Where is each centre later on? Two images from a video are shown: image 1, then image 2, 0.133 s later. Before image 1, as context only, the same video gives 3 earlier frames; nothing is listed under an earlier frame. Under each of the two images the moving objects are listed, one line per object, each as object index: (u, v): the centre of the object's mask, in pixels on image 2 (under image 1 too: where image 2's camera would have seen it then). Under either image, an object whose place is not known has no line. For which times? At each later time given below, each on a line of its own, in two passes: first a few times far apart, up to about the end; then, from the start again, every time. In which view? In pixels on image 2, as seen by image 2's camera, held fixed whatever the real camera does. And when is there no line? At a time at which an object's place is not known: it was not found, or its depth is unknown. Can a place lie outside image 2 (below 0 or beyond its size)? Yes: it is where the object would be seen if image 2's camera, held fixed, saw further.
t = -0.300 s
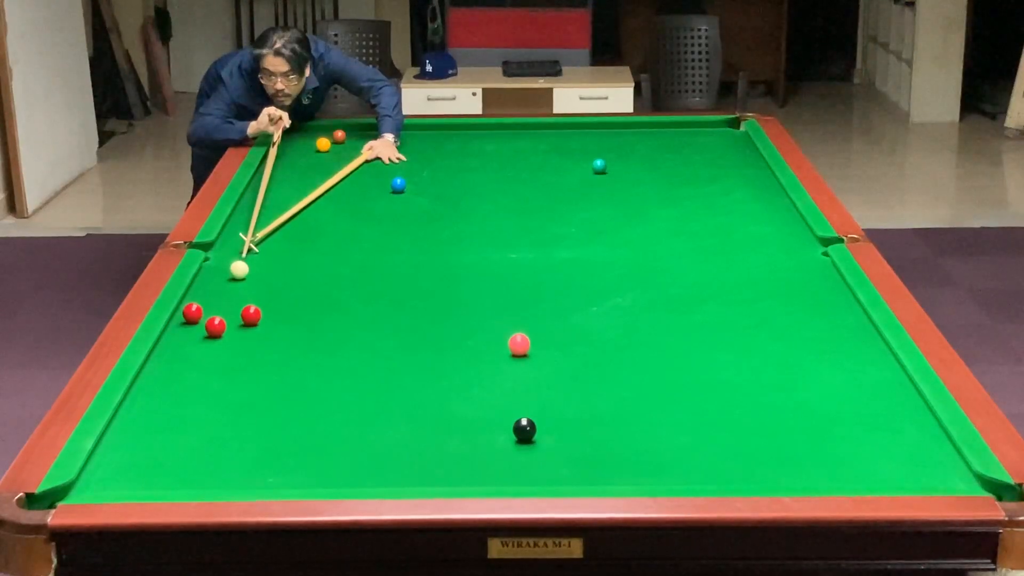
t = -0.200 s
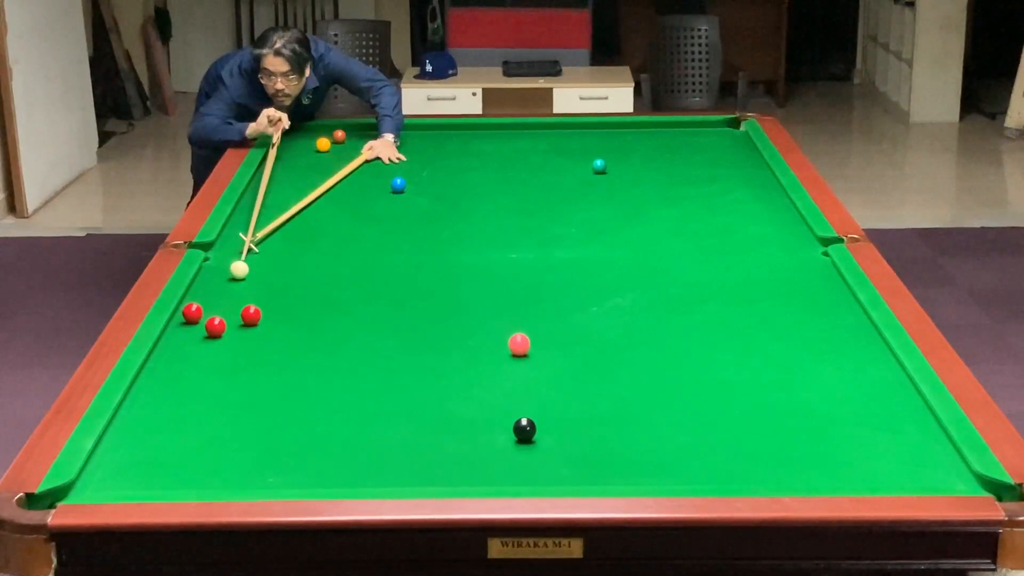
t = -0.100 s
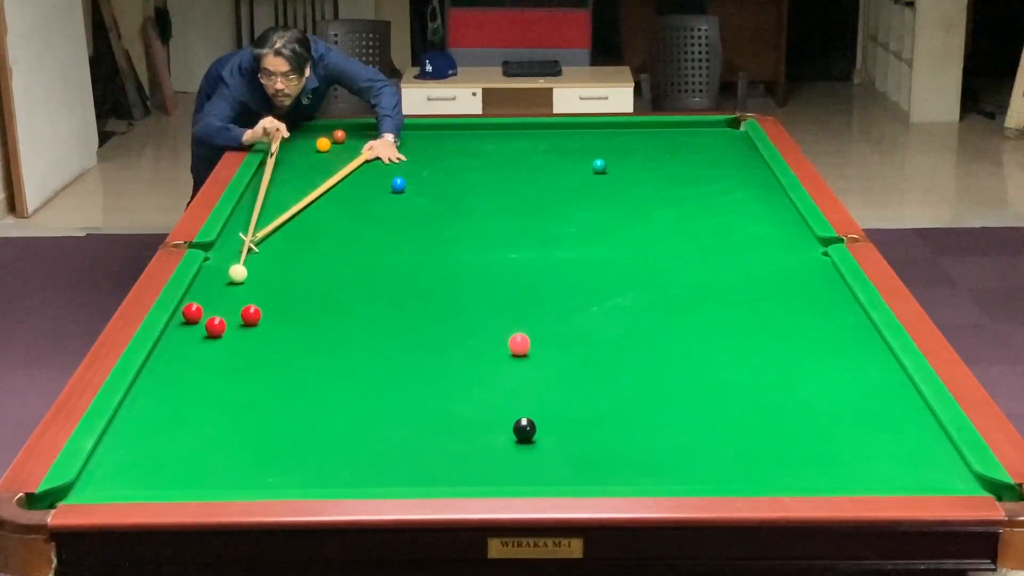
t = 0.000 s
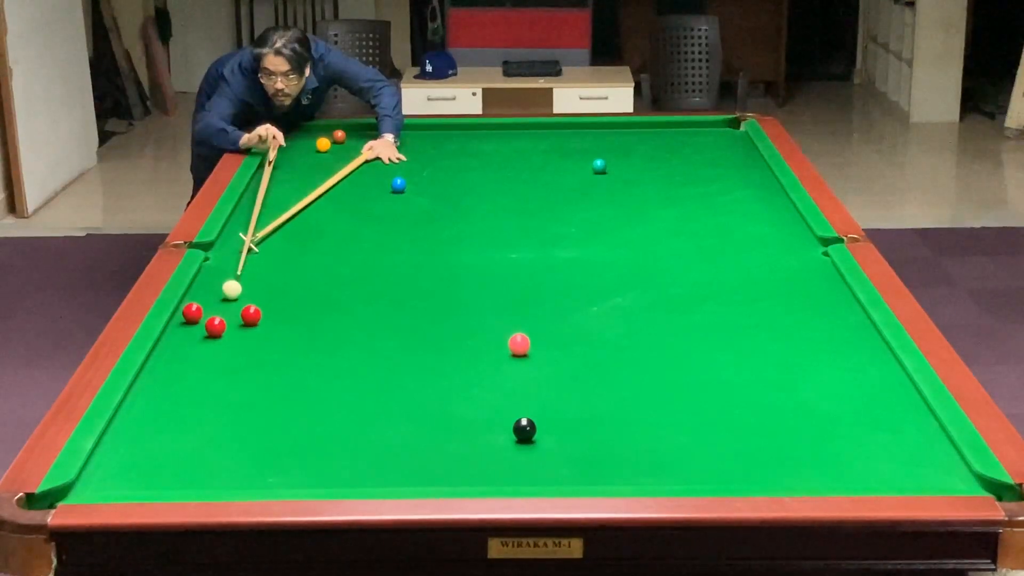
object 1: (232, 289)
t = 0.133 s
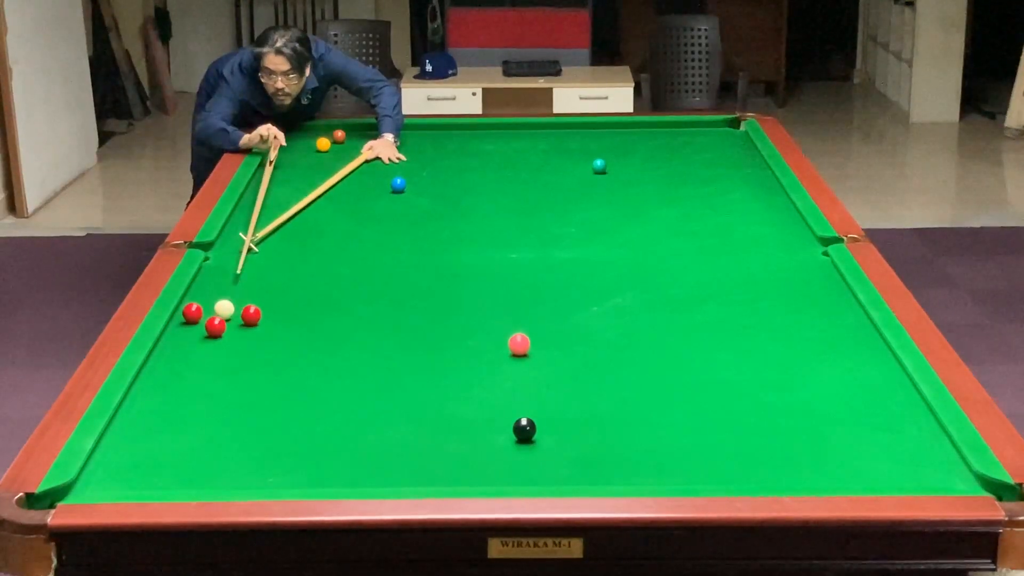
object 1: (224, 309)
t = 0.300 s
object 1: (226, 321)
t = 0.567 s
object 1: (237, 330)
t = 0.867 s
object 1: (248, 339)
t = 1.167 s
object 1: (260, 349)
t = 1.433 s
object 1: (269, 356)
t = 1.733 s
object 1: (279, 364)
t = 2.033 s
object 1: (288, 371)
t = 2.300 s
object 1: (295, 377)
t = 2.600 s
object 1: (303, 382)
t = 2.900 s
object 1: (308, 386)
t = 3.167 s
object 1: (312, 389)
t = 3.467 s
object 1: (315, 392)
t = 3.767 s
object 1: (318, 393)
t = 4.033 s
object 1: (319, 393)
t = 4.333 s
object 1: (319, 393)
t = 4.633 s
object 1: (319, 393)
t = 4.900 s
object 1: (319, 393)
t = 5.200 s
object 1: (319, 394)
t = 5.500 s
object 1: (319, 393)
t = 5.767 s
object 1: (319, 393)
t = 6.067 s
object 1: (319, 393)
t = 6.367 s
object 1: (319, 393)
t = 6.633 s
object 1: (319, 393)
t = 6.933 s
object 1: (318, 393)
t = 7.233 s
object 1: (319, 393)
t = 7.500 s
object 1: (319, 393)
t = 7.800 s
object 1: (319, 393)
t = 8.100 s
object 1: (319, 393)
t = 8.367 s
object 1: (319, 393)
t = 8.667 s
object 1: (319, 394)
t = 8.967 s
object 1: (318, 394)
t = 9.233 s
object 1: (319, 393)
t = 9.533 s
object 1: (319, 393)
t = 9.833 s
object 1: (319, 393)
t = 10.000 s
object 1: (319, 393)
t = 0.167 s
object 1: (223, 313)
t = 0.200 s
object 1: (223, 316)
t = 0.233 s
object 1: (223, 319)
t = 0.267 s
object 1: (225, 320)
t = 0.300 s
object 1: (226, 321)
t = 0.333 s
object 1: (228, 322)
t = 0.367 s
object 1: (229, 323)
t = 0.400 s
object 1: (230, 324)
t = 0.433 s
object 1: (231, 325)
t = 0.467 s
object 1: (233, 327)
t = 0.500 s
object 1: (234, 328)
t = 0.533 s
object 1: (235, 329)
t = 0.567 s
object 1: (237, 330)
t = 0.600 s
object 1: (238, 331)
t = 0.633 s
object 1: (240, 332)
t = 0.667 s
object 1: (241, 333)
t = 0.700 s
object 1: (242, 334)
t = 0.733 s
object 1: (243, 335)
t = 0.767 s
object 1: (245, 337)
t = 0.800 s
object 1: (246, 338)
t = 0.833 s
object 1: (247, 339)
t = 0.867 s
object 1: (248, 339)
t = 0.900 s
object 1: (250, 341)
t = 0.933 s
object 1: (251, 342)
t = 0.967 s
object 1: (252, 343)
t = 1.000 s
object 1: (253, 344)
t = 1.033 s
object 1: (255, 345)
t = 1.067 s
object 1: (256, 346)
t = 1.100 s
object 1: (257, 347)
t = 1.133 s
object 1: (258, 348)
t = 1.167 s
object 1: (260, 349)
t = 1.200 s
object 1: (261, 350)
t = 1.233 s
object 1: (262, 351)
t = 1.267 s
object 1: (264, 352)
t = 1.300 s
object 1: (265, 352)
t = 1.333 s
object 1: (266, 354)
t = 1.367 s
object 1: (267, 354)
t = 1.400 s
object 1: (268, 355)
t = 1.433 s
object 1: (269, 356)
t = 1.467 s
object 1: (270, 357)
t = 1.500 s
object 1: (271, 358)
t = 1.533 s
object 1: (273, 359)
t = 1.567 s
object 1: (274, 360)
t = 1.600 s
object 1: (275, 361)
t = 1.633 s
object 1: (276, 362)
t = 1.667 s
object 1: (277, 363)
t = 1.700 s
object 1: (278, 363)
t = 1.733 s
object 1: (279, 364)
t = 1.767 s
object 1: (280, 365)
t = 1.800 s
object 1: (282, 366)
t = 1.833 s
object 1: (283, 367)
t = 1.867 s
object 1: (283, 367)
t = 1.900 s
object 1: (285, 368)
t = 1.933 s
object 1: (285, 369)
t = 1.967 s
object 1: (286, 370)
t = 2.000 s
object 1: (287, 370)
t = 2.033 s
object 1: (288, 371)
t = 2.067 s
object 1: (289, 372)
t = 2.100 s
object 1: (290, 372)
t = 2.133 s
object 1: (291, 373)
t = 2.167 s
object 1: (292, 374)
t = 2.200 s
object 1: (293, 375)
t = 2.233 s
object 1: (294, 375)
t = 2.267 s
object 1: (295, 376)
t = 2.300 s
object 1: (295, 377)
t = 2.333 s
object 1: (297, 377)
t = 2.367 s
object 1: (297, 378)
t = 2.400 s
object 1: (298, 378)
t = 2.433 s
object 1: (299, 379)
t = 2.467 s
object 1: (300, 380)
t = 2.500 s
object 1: (301, 380)
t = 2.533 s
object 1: (301, 381)
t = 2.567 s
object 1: (302, 381)
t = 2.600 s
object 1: (303, 382)
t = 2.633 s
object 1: (303, 382)
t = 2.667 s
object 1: (304, 383)
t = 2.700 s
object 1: (304, 383)
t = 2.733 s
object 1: (306, 384)
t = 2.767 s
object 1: (306, 384)
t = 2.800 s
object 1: (307, 385)
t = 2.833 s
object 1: (307, 385)
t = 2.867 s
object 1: (307, 386)
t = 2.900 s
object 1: (308, 386)
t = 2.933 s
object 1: (309, 387)
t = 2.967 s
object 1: (309, 387)
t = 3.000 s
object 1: (310, 387)
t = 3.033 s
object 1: (310, 388)
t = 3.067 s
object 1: (311, 388)
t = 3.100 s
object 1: (311, 388)
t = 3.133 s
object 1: (312, 389)
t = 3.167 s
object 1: (312, 389)
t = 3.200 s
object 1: (313, 389)
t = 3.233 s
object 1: (313, 390)
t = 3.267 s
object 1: (313, 390)
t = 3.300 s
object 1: (313, 390)
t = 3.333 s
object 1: (314, 391)
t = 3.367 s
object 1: (314, 391)
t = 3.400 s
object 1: (315, 391)
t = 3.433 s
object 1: (315, 391)
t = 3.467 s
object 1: (315, 392)
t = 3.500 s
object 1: (315, 392)
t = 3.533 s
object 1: (316, 392)
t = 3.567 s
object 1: (316, 392)
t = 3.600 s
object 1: (316, 392)
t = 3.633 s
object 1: (317, 392)
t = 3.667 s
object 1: (317, 393)
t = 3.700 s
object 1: (317, 393)
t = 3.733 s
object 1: (317, 393)
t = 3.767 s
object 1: (318, 393)
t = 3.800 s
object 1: (318, 393)
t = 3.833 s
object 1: (318, 393)
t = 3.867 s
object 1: (318, 393)
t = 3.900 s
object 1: (318, 394)
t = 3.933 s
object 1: (319, 393)
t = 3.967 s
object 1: (319, 393)
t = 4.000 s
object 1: (319, 393)
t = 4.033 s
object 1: (319, 393)
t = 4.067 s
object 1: (319, 393)
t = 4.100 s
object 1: (319, 393)
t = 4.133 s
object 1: (319, 393)
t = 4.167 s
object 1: (319, 393)
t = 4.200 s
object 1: (319, 393)
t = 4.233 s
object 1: (319, 393)
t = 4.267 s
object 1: (319, 393)
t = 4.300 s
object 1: (319, 393)
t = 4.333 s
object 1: (319, 393)
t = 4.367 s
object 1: (319, 393)
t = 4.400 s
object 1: (319, 393)
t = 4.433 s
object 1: (319, 393)
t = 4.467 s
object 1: (319, 393)
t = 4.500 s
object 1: (319, 393)
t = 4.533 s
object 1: (319, 393)
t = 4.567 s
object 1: (319, 393)
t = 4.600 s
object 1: (319, 393)
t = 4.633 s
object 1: (319, 393)
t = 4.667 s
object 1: (319, 393)
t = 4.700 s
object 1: (319, 393)
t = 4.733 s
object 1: (319, 393)
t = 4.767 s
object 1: (319, 393)
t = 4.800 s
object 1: (319, 393)
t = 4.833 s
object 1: (319, 393)
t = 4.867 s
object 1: (319, 393)
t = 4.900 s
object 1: (319, 393)
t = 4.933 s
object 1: (319, 393)
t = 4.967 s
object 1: (319, 393)
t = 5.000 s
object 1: (319, 393)
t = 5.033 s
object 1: (319, 393)
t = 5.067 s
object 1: (319, 393)
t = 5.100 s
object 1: (319, 393)
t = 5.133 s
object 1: (319, 393)
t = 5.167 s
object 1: (319, 393)
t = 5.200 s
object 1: (319, 394)
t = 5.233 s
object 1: (319, 393)
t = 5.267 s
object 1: (318, 393)
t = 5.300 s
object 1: (319, 393)
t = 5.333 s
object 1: (318, 394)
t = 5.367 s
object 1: (319, 393)
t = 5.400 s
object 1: (318, 393)
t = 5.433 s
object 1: (319, 393)
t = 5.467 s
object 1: (318, 393)
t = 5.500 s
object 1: (319, 393)
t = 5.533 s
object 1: (319, 393)
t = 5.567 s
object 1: (319, 393)
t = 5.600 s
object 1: (319, 393)
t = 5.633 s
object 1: (318, 393)
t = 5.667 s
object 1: (319, 393)
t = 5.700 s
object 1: (319, 393)
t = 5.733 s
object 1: (319, 393)
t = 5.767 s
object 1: (319, 393)
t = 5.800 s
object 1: (319, 393)
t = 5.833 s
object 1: (319, 393)
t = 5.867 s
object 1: (319, 393)
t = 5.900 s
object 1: (319, 393)
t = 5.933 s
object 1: (318, 393)
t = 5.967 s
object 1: (319, 393)
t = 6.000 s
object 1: (319, 393)
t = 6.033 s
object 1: (319, 393)
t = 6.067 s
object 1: (319, 393)
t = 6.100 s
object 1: (319, 393)
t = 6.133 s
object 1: (319, 393)
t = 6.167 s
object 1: (319, 393)
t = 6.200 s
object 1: (319, 393)
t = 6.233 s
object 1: (318, 393)
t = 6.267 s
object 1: (319, 393)
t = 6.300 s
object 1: (318, 393)
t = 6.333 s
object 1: (318, 394)
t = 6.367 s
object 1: (319, 393)
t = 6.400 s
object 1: (319, 393)
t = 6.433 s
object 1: (319, 393)
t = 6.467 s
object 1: (319, 393)
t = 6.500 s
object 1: (319, 393)
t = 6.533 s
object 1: (319, 393)
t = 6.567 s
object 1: (319, 393)
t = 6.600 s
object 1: (319, 393)
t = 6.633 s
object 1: (319, 393)
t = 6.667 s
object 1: (318, 393)
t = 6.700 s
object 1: (318, 393)
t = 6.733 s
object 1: (318, 393)
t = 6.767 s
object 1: (318, 393)
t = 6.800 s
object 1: (318, 393)
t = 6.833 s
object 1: (319, 393)
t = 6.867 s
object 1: (319, 393)
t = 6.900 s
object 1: (319, 393)
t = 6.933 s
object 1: (318, 393)
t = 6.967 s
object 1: (318, 393)
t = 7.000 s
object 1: (319, 393)
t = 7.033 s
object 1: (319, 393)
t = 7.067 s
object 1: (319, 393)
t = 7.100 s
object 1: (319, 393)
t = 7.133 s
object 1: (319, 393)
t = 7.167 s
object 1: (319, 393)
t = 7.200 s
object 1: (319, 393)
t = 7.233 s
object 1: (319, 393)
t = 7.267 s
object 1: (319, 393)
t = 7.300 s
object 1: (319, 393)
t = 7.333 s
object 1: (319, 393)
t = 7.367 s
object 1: (319, 393)
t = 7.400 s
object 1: (319, 393)
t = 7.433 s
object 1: (319, 393)
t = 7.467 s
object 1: (319, 393)
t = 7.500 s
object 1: (319, 393)
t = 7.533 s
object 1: (319, 393)
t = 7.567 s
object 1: (319, 393)
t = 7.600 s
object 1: (319, 393)
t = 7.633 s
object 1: (319, 393)
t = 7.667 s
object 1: (319, 393)
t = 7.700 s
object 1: (319, 393)
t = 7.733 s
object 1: (319, 393)
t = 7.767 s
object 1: (319, 393)
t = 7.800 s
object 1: (319, 393)
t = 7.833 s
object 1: (319, 393)
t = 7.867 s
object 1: (319, 393)
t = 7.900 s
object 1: (319, 393)
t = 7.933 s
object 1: (319, 393)
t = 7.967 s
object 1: (319, 393)
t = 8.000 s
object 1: (319, 393)
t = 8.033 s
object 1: (319, 393)
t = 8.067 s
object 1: (319, 393)
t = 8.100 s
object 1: (319, 393)
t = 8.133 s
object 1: (319, 393)
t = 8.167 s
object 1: (319, 393)
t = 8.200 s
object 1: (319, 393)
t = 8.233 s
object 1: (319, 393)
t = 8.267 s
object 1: (319, 393)
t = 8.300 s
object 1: (319, 393)
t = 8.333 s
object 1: (319, 393)
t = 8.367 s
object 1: (319, 393)
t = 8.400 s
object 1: (319, 393)
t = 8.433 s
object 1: (319, 393)
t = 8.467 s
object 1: (319, 393)
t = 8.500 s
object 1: (319, 393)
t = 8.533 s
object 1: (319, 393)
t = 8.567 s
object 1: (319, 393)
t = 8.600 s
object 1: (319, 394)
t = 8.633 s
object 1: (318, 394)
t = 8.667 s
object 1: (319, 394)
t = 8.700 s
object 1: (318, 394)
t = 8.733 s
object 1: (319, 393)
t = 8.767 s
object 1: (318, 394)
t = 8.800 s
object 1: (318, 394)
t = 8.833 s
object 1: (318, 394)
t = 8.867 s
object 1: (319, 393)
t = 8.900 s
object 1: (319, 394)
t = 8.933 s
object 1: (319, 394)
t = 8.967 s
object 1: (318, 394)
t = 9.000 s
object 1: (319, 393)
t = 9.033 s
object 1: (319, 393)
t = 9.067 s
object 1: (319, 393)
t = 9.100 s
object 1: (319, 394)
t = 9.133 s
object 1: (319, 394)
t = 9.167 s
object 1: (319, 393)
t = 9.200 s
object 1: (319, 393)
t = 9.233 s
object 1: (319, 393)
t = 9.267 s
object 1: (319, 393)
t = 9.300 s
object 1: (319, 393)
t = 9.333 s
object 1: (319, 393)
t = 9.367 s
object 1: (319, 393)
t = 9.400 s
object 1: (318, 393)
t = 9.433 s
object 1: (319, 393)
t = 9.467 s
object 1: (319, 393)
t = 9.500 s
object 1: (319, 393)
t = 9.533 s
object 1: (319, 393)
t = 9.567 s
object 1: (319, 393)
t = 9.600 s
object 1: (319, 393)
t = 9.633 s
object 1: (319, 393)
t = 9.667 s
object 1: (319, 393)
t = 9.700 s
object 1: (319, 393)
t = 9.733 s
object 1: (319, 393)
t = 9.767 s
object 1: (319, 393)
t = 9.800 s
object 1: (319, 393)
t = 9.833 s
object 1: (319, 393)
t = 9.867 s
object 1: (319, 393)
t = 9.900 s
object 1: (319, 393)
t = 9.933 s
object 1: (319, 393)
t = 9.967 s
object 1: (319, 393)
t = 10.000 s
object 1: (319, 393)
